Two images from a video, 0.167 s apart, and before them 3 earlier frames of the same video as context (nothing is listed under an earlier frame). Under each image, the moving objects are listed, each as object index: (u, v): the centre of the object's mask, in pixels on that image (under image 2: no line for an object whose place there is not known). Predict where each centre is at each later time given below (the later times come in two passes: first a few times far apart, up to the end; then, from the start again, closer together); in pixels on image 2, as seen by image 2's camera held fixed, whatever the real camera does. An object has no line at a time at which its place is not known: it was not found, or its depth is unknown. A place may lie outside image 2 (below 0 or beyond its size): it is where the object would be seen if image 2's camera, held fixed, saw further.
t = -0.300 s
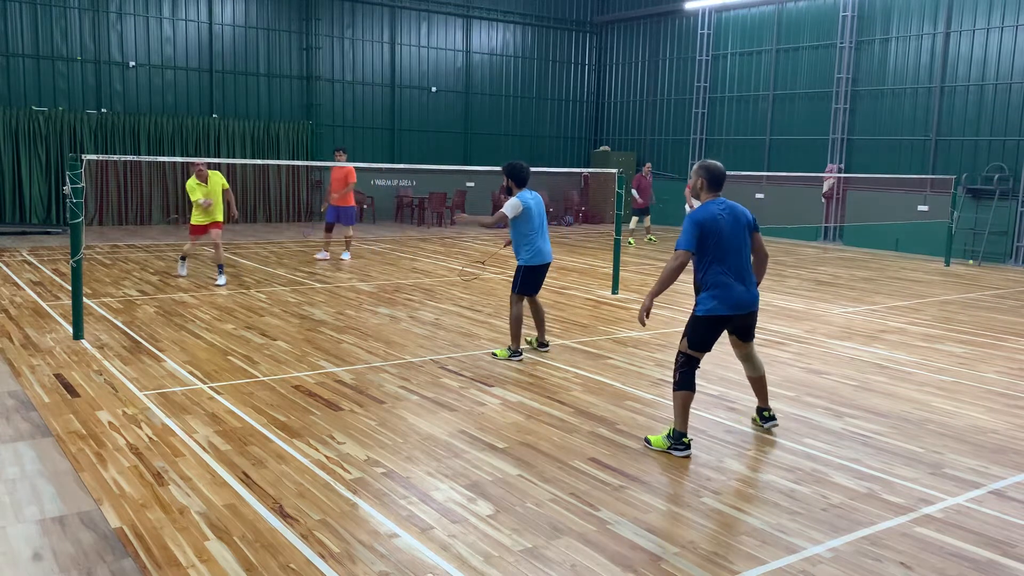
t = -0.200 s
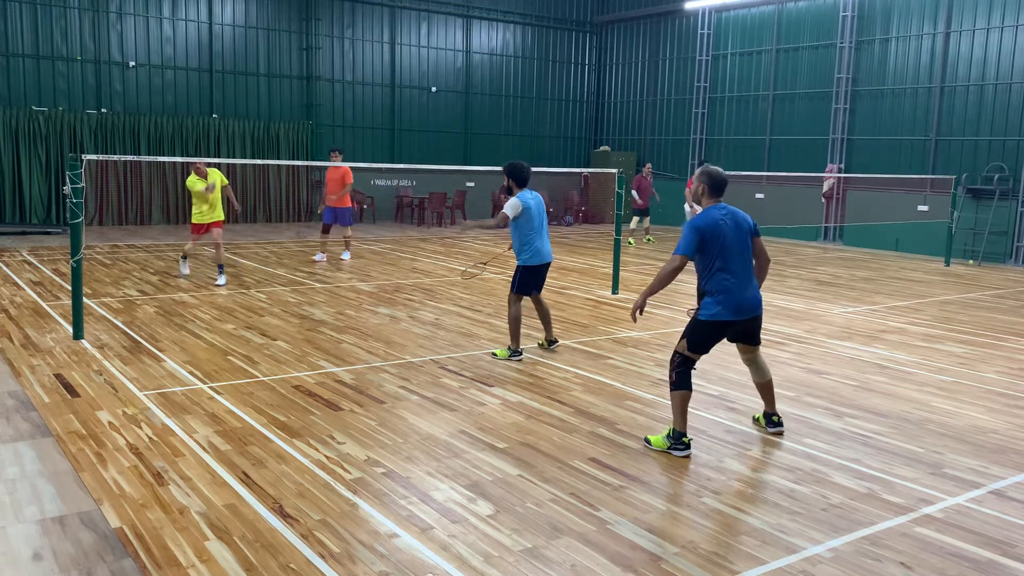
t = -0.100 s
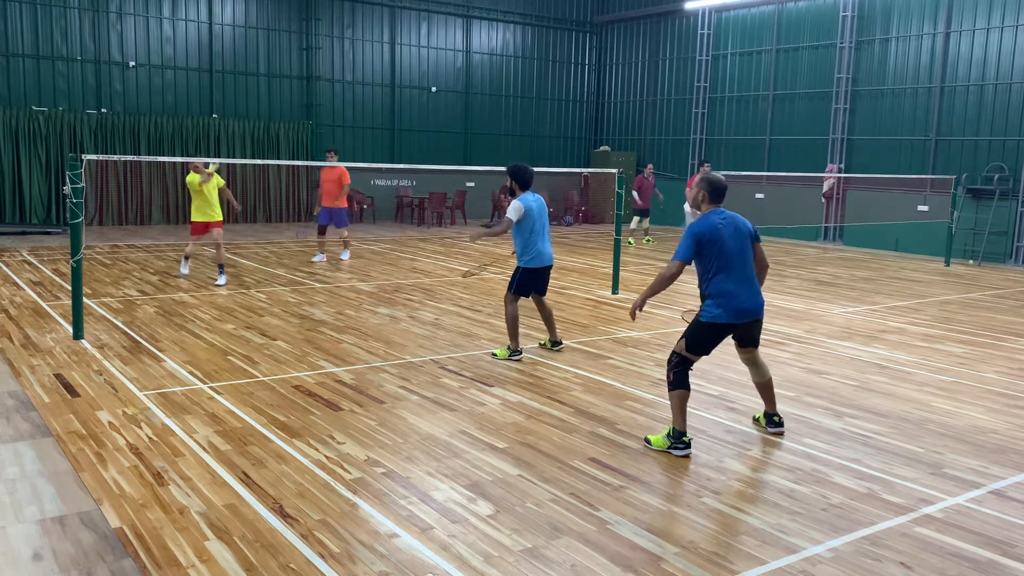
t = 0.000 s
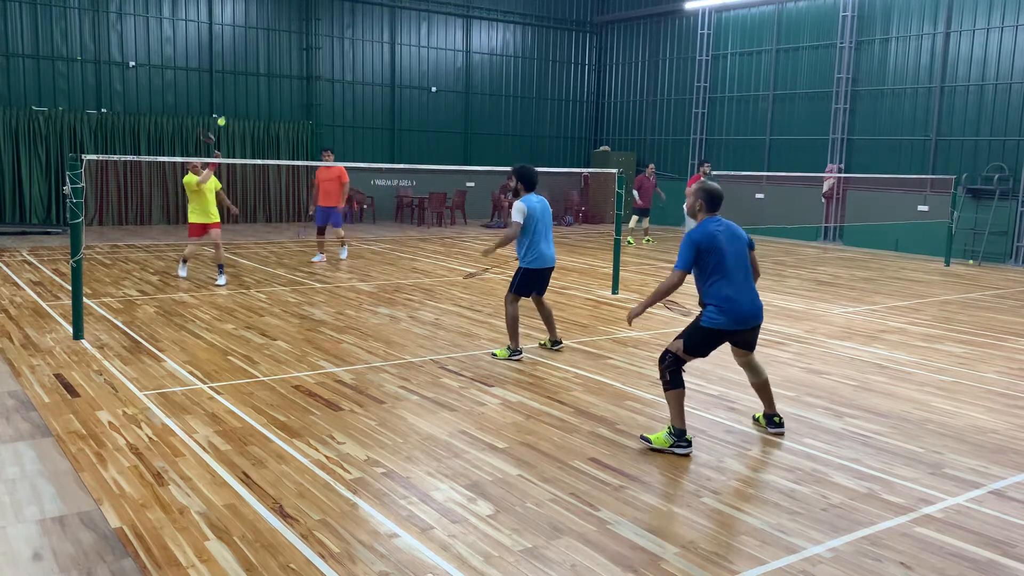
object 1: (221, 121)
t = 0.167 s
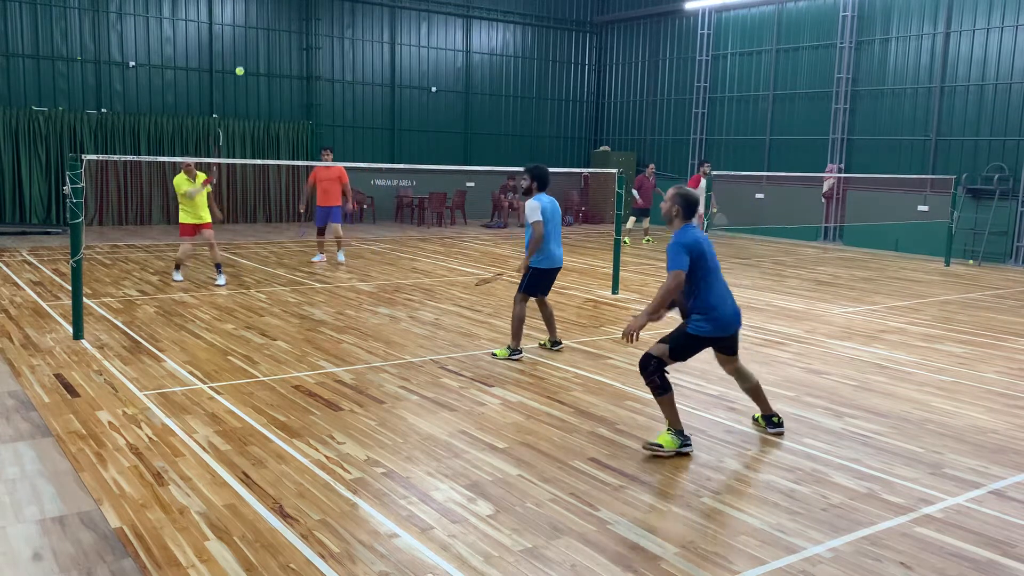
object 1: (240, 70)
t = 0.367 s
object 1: (262, 52)
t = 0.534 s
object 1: (280, 77)
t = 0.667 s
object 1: (294, 126)
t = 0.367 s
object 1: (262, 52)
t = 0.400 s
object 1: (265, 54)
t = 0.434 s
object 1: (269, 57)
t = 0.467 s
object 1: (273, 62)
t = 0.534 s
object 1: (280, 77)
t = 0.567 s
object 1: (284, 87)
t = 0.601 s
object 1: (287, 98)
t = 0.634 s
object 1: (291, 112)
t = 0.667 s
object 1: (294, 126)
